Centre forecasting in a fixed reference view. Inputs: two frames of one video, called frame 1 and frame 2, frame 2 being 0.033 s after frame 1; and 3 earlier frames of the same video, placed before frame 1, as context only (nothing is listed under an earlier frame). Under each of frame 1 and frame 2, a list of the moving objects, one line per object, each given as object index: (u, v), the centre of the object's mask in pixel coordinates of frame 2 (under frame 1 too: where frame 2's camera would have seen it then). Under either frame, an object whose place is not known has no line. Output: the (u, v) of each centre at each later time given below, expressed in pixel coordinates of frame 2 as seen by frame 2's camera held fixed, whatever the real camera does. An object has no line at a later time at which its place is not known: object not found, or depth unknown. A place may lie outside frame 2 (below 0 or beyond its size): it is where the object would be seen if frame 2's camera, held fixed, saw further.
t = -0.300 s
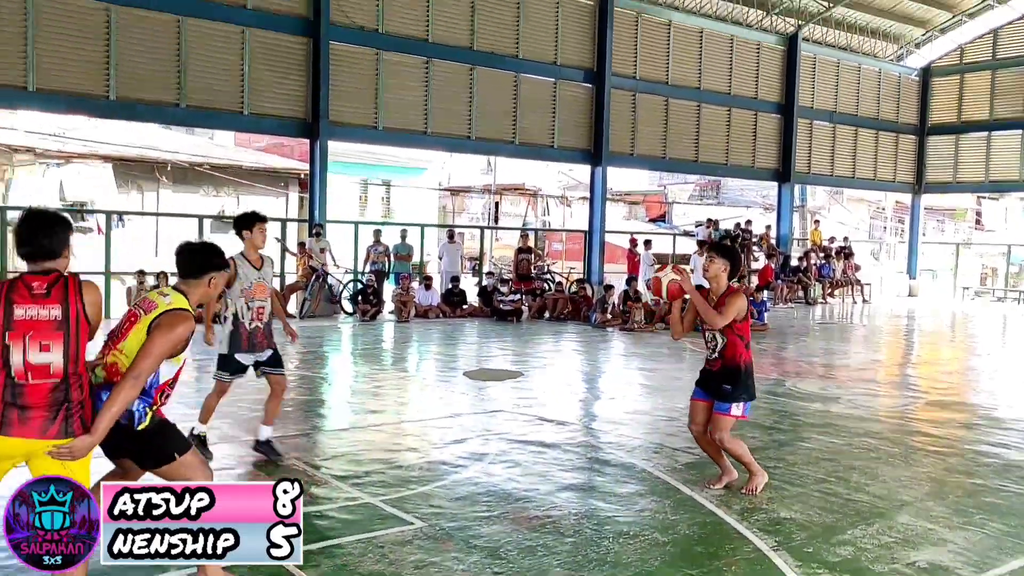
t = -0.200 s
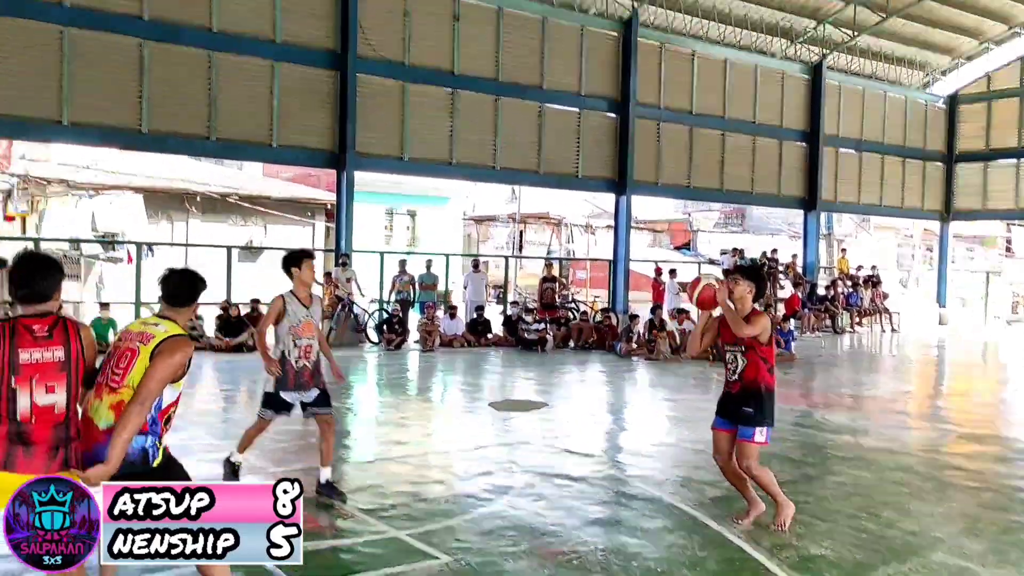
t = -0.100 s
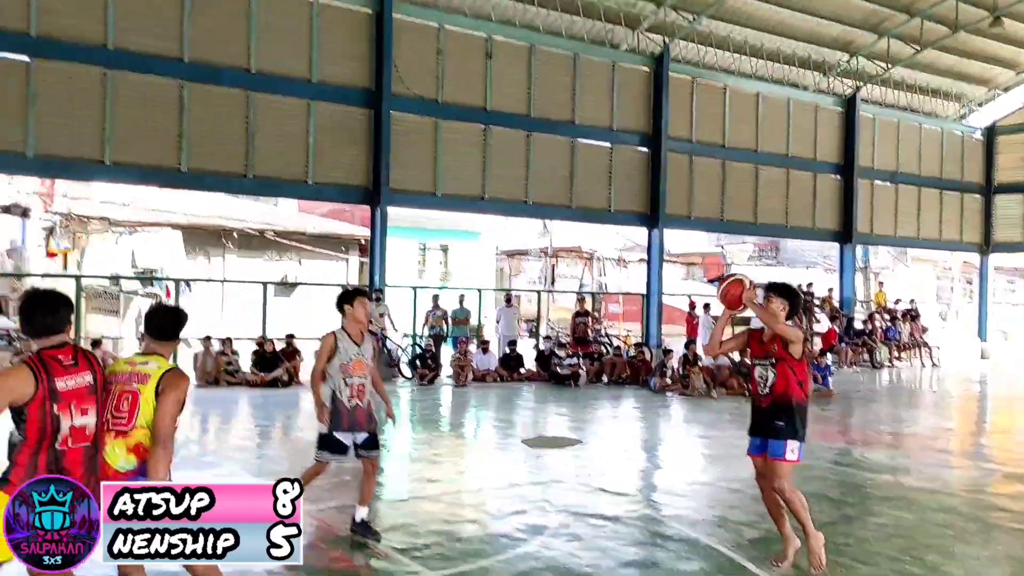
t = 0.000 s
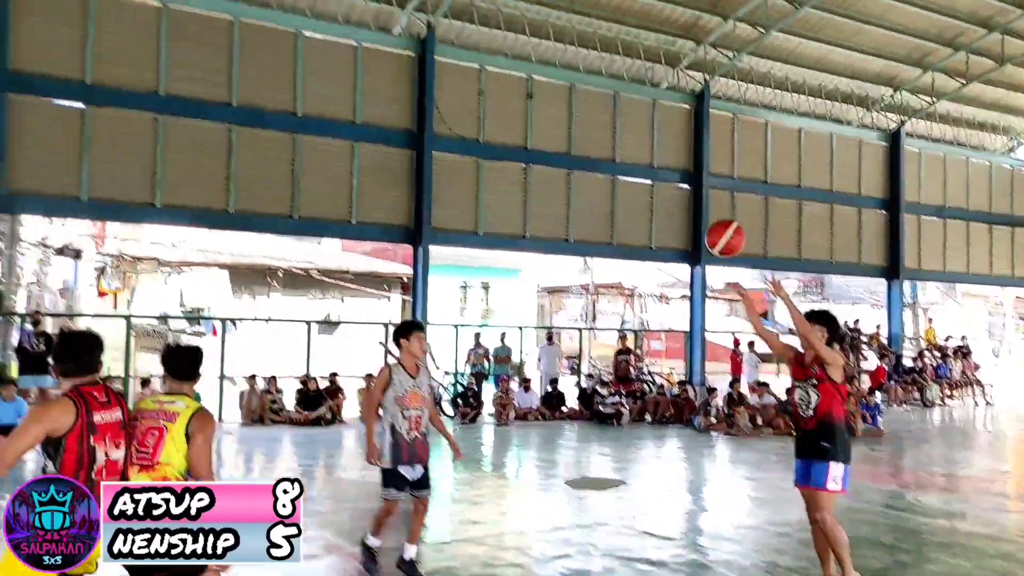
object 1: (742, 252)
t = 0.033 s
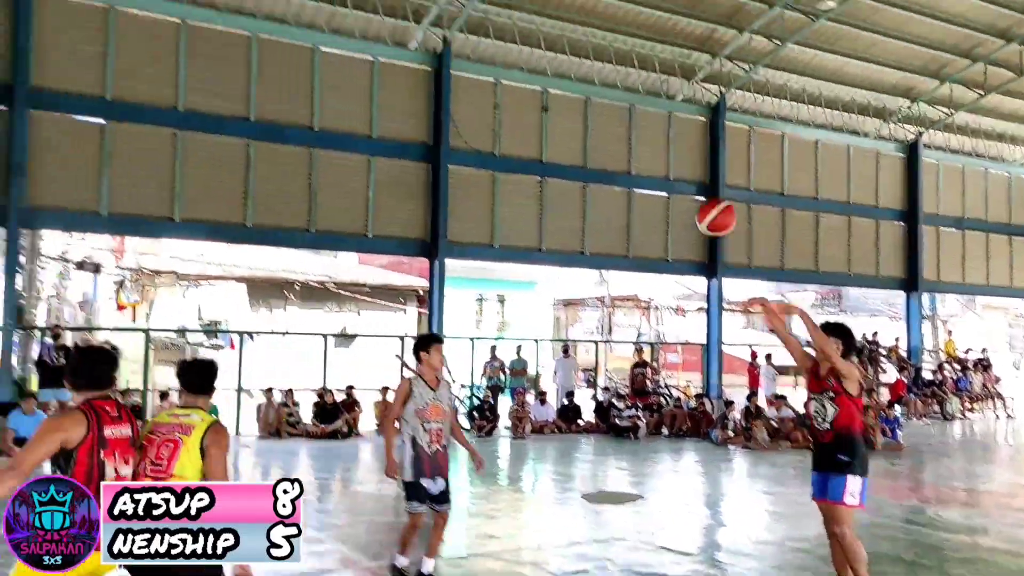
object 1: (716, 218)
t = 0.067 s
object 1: (690, 185)
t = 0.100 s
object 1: (663, 154)
